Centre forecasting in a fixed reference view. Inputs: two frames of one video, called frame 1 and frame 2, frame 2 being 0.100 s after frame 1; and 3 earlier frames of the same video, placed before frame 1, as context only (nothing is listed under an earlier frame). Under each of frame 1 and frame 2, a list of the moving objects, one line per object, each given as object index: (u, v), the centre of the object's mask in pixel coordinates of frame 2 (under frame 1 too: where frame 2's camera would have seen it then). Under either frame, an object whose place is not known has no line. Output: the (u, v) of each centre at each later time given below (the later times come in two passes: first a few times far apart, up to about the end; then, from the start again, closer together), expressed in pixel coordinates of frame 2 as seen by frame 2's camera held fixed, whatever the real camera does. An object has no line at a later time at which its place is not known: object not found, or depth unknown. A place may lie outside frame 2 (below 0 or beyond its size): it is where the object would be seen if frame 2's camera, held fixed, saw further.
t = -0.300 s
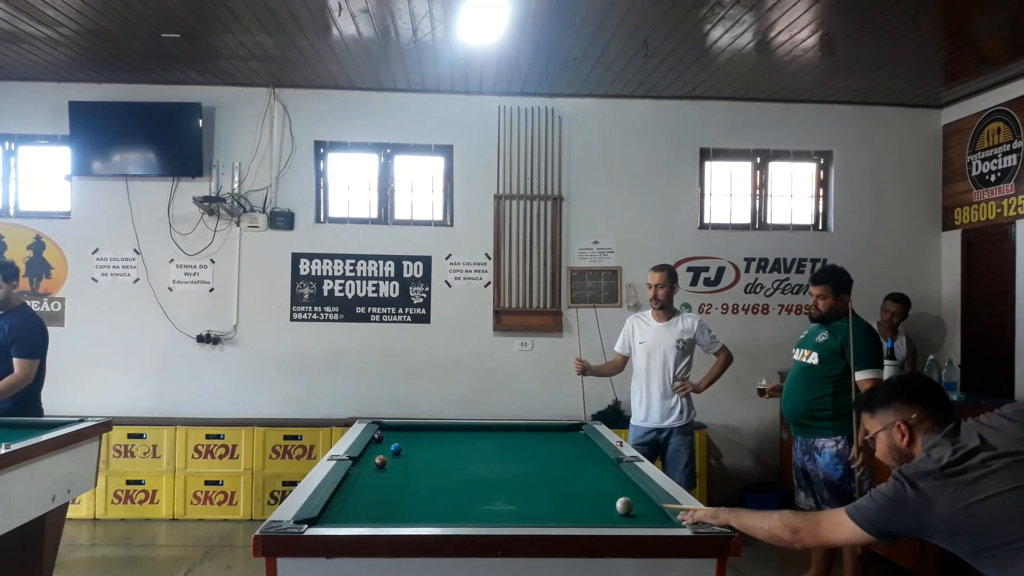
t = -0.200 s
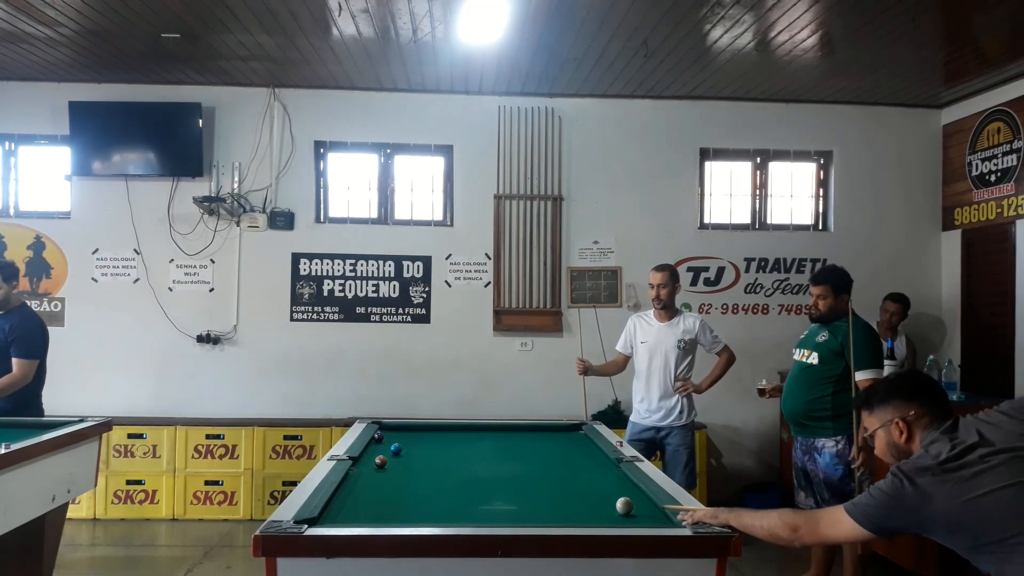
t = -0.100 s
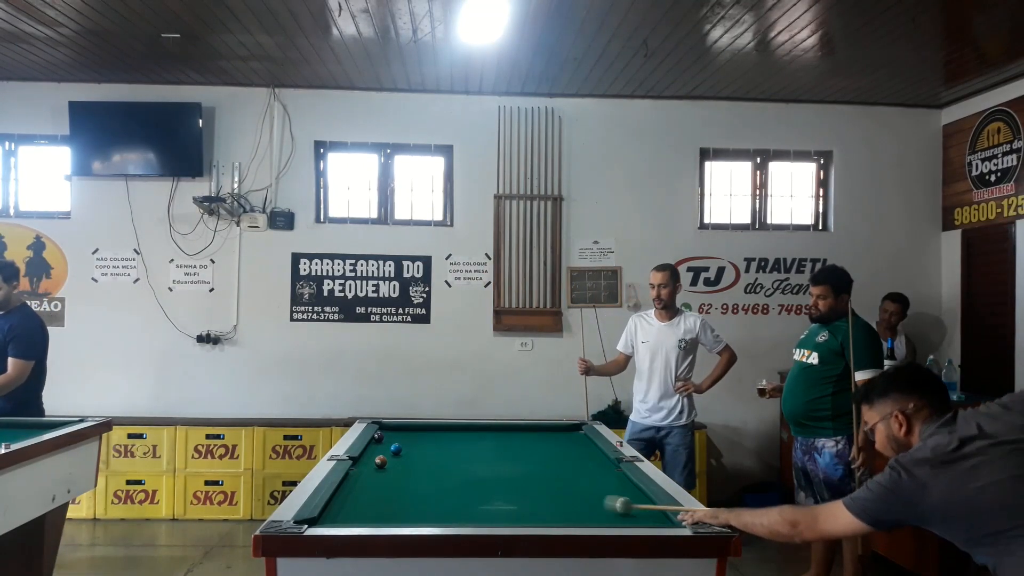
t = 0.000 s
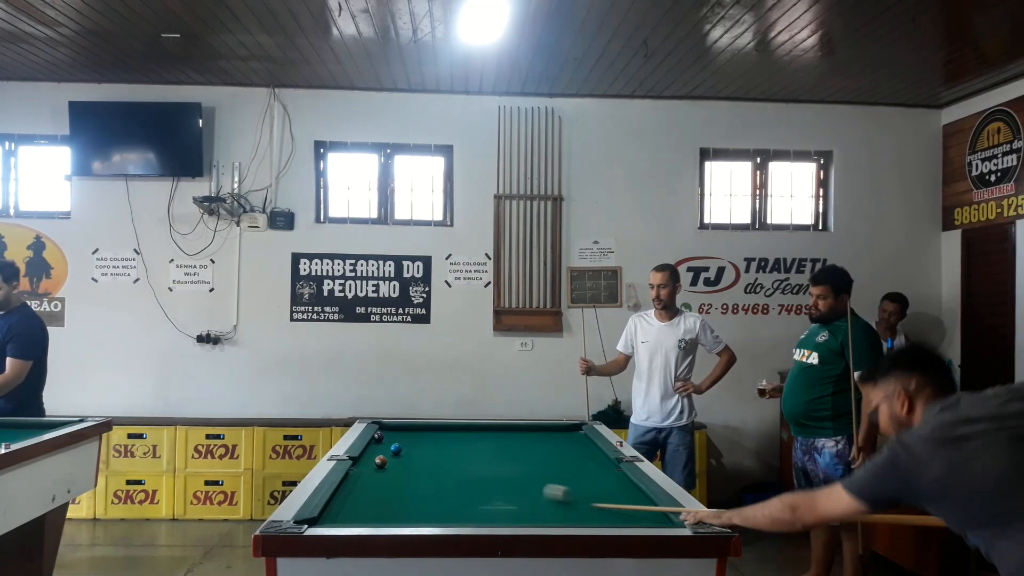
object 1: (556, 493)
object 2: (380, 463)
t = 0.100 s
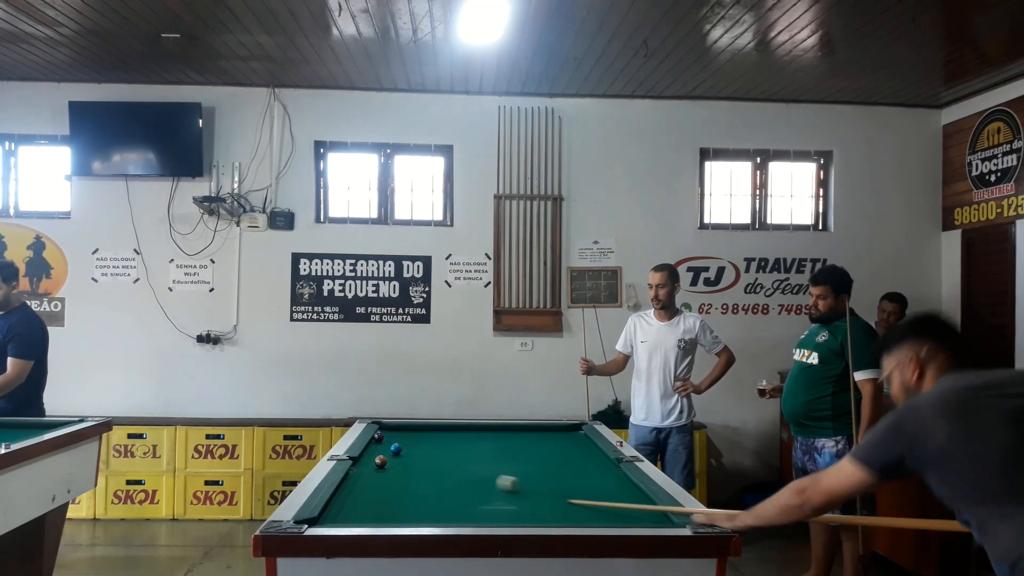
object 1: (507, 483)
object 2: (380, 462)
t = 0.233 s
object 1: (454, 473)
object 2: (380, 462)
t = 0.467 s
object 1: (393, 460)
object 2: (360, 460)
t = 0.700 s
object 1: (383, 451)
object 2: (382, 468)
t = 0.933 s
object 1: (374, 444)
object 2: (408, 476)
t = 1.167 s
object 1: (385, 438)
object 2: (436, 484)
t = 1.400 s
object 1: (404, 435)
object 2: (465, 494)
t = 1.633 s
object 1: (421, 432)
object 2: (497, 503)
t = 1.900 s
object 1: (438, 429)
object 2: (535, 514)
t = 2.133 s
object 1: (451, 428)
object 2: (570, 520)
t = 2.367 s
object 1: (462, 429)
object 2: (589, 517)
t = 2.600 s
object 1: (472, 430)
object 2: (604, 514)
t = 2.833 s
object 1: (481, 432)
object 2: (618, 509)
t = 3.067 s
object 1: (489, 433)
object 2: (630, 505)
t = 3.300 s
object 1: (496, 434)
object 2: (641, 501)
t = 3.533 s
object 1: (503, 435)
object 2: (641, 499)
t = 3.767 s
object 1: (509, 436)
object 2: (634, 497)
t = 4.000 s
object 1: (513, 437)
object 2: (628, 495)
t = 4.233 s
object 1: (517, 437)
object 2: (624, 494)
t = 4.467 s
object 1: (520, 438)
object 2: (621, 493)
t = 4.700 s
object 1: (522, 438)
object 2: (620, 493)
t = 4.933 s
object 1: (523, 438)
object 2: (620, 493)
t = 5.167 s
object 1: (523, 438)
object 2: (619, 493)
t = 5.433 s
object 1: (523, 438)
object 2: (620, 493)
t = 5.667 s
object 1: (523, 438)
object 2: (620, 493)
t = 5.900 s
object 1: (523, 438)
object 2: (620, 493)
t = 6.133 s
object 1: (523, 438)
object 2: (620, 493)
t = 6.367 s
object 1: (523, 438)
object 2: (620, 493)
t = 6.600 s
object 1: (523, 438)
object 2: (620, 493)
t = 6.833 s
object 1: (523, 438)
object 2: (619, 493)
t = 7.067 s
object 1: (523, 438)
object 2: (619, 493)
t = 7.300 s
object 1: (523, 438)
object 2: (619, 493)
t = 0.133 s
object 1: (493, 481)
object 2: (380, 462)
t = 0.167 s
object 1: (480, 478)
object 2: (380, 463)
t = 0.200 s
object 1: (467, 476)
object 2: (380, 463)
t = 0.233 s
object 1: (454, 473)
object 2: (380, 462)
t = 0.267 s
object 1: (442, 471)
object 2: (380, 462)
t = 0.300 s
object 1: (431, 469)
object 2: (380, 463)
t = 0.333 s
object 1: (419, 467)
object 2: (380, 462)
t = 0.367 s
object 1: (408, 465)
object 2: (380, 462)
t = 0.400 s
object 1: (398, 463)
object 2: (380, 462)
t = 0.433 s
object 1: (393, 461)
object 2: (373, 459)
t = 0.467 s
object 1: (393, 460)
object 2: (360, 460)
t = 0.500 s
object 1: (393, 459)
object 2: (360, 461)
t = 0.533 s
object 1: (392, 458)
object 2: (364, 462)
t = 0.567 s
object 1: (390, 456)
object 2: (368, 463)
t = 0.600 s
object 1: (388, 455)
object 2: (371, 465)
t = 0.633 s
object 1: (386, 454)
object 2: (375, 466)
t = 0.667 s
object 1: (385, 453)
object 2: (378, 467)
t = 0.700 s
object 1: (383, 451)
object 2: (382, 468)
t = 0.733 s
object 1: (381, 450)
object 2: (385, 469)
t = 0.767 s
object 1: (379, 449)
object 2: (389, 470)
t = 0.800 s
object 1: (378, 448)
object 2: (393, 472)
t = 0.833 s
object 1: (376, 447)
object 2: (397, 473)
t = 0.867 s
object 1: (374, 446)
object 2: (400, 474)
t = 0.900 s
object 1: (373, 445)
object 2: (404, 475)
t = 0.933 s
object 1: (374, 444)
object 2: (408, 476)
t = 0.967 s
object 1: (376, 443)
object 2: (412, 477)
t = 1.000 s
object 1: (377, 442)
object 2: (416, 478)
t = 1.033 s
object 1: (379, 441)
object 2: (420, 480)
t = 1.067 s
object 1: (380, 440)
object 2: (424, 481)
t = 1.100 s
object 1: (382, 439)
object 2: (428, 482)
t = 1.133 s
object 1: (383, 438)
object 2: (432, 483)
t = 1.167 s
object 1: (385, 438)
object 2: (436, 484)
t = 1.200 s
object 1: (388, 437)
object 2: (440, 486)
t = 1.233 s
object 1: (391, 437)
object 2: (444, 487)
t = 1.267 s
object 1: (394, 436)
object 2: (449, 488)
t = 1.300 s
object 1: (397, 436)
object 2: (453, 490)
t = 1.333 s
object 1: (399, 435)
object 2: (457, 491)
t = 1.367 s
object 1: (402, 435)
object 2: (461, 492)
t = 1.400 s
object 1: (404, 435)
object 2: (465, 494)
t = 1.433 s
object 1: (407, 434)
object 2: (470, 495)
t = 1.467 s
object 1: (409, 434)
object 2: (474, 496)
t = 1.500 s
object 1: (412, 433)
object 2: (479, 497)
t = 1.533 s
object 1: (414, 433)
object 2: (483, 499)
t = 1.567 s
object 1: (416, 433)
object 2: (487, 501)
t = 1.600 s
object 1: (419, 432)
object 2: (492, 502)
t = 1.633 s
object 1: (421, 432)
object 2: (497, 503)
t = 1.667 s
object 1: (423, 431)
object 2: (501, 505)
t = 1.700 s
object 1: (426, 431)
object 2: (506, 506)
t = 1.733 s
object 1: (428, 431)
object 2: (511, 508)
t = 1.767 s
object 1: (430, 430)
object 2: (516, 509)
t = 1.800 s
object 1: (432, 430)
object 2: (520, 511)
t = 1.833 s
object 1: (434, 429)
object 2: (525, 512)
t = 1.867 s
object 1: (436, 429)
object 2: (530, 513)
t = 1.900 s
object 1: (438, 429)
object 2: (535, 514)
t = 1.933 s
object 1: (440, 428)
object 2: (540, 516)
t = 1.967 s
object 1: (442, 428)
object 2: (545, 517)
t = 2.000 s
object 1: (444, 428)
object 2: (550, 517)
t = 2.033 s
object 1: (446, 427)
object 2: (554, 518)
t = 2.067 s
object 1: (448, 427)
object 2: (559, 519)
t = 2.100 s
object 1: (450, 427)
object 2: (565, 520)
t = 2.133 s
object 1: (451, 428)
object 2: (570, 520)
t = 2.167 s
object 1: (453, 428)
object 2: (573, 520)
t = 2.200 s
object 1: (455, 428)
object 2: (575, 520)
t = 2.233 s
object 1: (456, 428)
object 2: (578, 519)
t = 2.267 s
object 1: (458, 428)
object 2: (581, 519)
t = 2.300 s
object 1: (459, 429)
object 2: (584, 518)
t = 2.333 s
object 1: (461, 429)
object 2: (586, 518)
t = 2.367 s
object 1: (462, 429)
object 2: (589, 517)
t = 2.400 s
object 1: (463, 429)
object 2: (591, 517)
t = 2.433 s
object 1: (465, 429)
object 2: (594, 516)
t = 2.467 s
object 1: (466, 430)
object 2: (595, 516)
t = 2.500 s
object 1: (468, 430)
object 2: (598, 516)
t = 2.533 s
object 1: (469, 430)
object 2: (600, 515)
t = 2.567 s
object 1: (471, 430)
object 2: (602, 515)
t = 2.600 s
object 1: (472, 430)
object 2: (604, 514)
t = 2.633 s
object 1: (473, 431)
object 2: (606, 513)
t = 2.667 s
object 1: (475, 431)
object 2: (608, 513)
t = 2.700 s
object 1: (476, 431)
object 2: (610, 512)
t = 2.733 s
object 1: (477, 431)
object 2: (612, 511)
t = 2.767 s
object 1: (478, 431)
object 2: (614, 510)
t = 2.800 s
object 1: (480, 432)
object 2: (616, 510)
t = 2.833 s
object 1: (481, 432)
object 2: (618, 509)
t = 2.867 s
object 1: (482, 432)
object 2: (620, 509)
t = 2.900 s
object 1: (483, 432)
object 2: (621, 508)
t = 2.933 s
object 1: (484, 432)
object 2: (623, 507)
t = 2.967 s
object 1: (486, 432)
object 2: (625, 507)
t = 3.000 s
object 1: (487, 432)
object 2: (626, 506)
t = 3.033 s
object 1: (488, 433)
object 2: (628, 505)
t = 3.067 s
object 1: (489, 433)
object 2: (630, 505)
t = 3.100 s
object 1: (490, 433)
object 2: (631, 505)
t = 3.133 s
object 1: (491, 433)
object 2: (633, 504)
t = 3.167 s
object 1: (492, 433)
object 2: (635, 504)
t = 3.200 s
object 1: (493, 434)
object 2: (636, 503)
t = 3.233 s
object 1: (494, 434)
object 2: (638, 502)
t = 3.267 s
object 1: (495, 434)
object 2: (639, 502)
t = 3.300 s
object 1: (496, 434)
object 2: (641, 501)
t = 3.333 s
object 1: (497, 434)
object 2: (642, 501)
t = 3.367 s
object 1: (498, 434)
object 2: (644, 500)
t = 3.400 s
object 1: (499, 435)
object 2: (645, 500)
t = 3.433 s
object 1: (500, 435)
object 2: (644, 499)
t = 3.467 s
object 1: (501, 435)
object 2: (643, 499)
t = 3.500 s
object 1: (502, 435)
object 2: (642, 499)
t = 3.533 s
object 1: (503, 435)
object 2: (641, 499)
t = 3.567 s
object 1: (504, 435)
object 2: (640, 498)
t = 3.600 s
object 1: (504, 435)
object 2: (638, 498)
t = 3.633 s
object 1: (505, 436)
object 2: (637, 498)
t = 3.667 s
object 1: (506, 436)
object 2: (636, 498)
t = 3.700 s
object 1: (507, 436)
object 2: (635, 497)
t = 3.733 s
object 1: (508, 436)
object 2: (635, 497)
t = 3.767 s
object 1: (509, 436)
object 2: (634, 497)
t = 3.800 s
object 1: (509, 436)
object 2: (633, 496)
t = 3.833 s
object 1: (510, 436)
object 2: (631, 496)
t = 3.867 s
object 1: (511, 436)
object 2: (631, 496)
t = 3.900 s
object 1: (511, 436)
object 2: (630, 496)
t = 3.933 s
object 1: (512, 437)
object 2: (629, 496)
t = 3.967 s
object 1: (513, 437)
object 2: (629, 495)
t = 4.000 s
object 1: (513, 437)
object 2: (628, 495)
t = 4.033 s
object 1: (514, 437)
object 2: (627, 495)
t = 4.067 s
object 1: (514, 437)
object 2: (626, 495)
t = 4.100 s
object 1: (515, 437)
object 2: (626, 495)
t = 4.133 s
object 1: (516, 437)
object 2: (625, 494)
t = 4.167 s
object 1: (516, 437)
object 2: (625, 494)
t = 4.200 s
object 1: (517, 437)
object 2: (624, 494)
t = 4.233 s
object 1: (517, 437)
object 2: (624, 494)
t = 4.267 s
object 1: (518, 437)
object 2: (624, 494)
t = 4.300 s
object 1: (518, 437)
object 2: (623, 494)
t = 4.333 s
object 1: (518, 438)
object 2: (623, 494)
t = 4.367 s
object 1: (519, 438)
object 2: (622, 494)
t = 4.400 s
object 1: (519, 438)
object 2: (622, 494)
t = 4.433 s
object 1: (520, 438)
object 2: (622, 494)
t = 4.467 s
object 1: (520, 438)
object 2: (621, 493)
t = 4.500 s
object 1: (521, 438)
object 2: (621, 493)
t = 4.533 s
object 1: (521, 438)
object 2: (621, 493)
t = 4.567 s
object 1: (521, 438)
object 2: (620, 493)
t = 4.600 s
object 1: (521, 438)
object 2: (620, 493)
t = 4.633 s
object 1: (522, 438)
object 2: (620, 493)
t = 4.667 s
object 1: (522, 438)
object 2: (620, 493)
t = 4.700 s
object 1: (522, 438)
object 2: (620, 493)
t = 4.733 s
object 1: (522, 438)
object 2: (620, 493)
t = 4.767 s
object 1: (522, 438)
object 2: (620, 493)
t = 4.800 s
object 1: (522, 438)
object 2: (619, 493)
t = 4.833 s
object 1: (523, 438)
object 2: (620, 493)
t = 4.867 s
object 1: (523, 438)
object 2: (619, 493)
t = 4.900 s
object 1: (523, 438)
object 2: (620, 493)
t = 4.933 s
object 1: (523, 438)
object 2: (620, 493)
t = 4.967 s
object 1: (523, 438)
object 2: (620, 493)
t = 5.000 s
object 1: (523, 438)
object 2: (619, 493)
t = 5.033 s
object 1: (523, 438)
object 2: (620, 493)
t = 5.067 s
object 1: (523, 438)
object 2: (619, 493)
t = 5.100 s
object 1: (523, 438)
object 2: (620, 493)
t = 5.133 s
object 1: (523, 438)
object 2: (620, 493)
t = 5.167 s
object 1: (523, 438)
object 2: (619, 493)
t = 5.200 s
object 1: (523, 438)
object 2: (620, 493)
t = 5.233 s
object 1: (523, 438)
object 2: (620, 493)
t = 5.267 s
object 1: (523, 438)
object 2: (619, 493)
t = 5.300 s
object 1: (523, 438)
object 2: (620, 493)
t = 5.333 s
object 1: (523, 438)
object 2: (619, 493)
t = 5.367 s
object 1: (523, 438)
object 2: (620, 493)
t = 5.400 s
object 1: (523, 438)
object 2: (620, 493)
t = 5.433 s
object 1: (523, 438)
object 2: (620, 493)
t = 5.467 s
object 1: (523, 438)
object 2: (619, 493)
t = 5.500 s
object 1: (523, 438)
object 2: (620, 493)
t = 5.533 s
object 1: (523, 438)
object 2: (620, 493)
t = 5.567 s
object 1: (523, 438)
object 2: (620, 493)
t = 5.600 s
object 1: (523, 438)
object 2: (620, 493)
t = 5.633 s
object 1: (523, 438)
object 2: (620, 493)
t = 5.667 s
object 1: (523, 438)
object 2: (620, 493)
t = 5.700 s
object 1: (523, 438)
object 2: (620, 493)
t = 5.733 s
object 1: (523, 439)
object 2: (619, 493)
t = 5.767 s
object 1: (523, 439)
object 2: (619, 493)
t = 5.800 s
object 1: (523, 439)
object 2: (619, 493)
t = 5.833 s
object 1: (523, 439)
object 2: (619, 493)
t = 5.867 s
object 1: (523, 439)
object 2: (620, 493)
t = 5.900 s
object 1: (523, 438)
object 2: (620, 493)
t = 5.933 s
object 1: (523, 438)
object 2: (620, 493)
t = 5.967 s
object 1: (523, 438)
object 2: (620, 493)
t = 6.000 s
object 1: (523, 438)
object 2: (620, 493)
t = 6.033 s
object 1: (523, 438)
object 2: (620, 493)
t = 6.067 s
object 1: (523, 438)
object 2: (620, 493)
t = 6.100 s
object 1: (523, 438)
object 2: (620, 493)
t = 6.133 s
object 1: (523, 438)
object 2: (620, 493)
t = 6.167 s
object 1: (523, 439)
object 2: (620, 493)
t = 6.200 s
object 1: (523, 438)
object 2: (619, 493)
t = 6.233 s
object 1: (523, 438)
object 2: (620, 493)
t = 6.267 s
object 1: (523, 438)
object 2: (620, 493)
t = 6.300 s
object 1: (523, 438)
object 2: (619, 493)
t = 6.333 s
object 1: (523, 438)
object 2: (619, 493)
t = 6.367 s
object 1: (523, 438)
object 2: (620, 493)
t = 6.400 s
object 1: (523, 438)
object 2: (619, 493)
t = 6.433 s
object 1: (523, 438)
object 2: (619, 493)
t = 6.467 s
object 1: (523, 438)
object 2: (619, 493)
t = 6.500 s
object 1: (523, 438)
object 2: (620, 493)
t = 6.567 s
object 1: (523, 438)
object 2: (619, 493)
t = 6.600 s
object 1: (523, 438)
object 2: (620, 493)
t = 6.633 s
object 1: (523, 438)
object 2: (619, 493)
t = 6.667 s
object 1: (523, 438)
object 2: (620, 493)
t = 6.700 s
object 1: (523, 438)
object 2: (619, 493)
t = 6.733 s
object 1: (523, 438)
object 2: (619, 493)
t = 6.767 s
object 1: (523, 438)
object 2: (619, 493)
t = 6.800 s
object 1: (523, 438)
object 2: (619, 493)
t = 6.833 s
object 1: (523, 438)
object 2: (619, 493)
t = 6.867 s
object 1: (523, 438)
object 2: (619, 493)
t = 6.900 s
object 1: (523, 438)
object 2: (620, 493)
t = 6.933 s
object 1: (523, 438)
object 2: (619, 493)
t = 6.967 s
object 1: (523, 438)
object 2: (619, 493)
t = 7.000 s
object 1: (523, 438)
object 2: (619, 493)
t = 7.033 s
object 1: (523, 438)
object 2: (619, 493)
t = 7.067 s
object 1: (523, 438)
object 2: (619, 493)
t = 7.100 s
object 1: (523, 438)
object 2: (619, 493)
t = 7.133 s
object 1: (523, 438)
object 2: (619, 493)
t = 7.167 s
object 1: (523, 438)
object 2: (619, 493)
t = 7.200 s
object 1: (523, 438)
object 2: (620, 493)
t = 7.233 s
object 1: (523, 438)
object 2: (619, 493)
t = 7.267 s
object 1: (523, 438)
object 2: (620, 493)
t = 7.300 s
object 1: (523, 438)
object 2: (619, 493)
